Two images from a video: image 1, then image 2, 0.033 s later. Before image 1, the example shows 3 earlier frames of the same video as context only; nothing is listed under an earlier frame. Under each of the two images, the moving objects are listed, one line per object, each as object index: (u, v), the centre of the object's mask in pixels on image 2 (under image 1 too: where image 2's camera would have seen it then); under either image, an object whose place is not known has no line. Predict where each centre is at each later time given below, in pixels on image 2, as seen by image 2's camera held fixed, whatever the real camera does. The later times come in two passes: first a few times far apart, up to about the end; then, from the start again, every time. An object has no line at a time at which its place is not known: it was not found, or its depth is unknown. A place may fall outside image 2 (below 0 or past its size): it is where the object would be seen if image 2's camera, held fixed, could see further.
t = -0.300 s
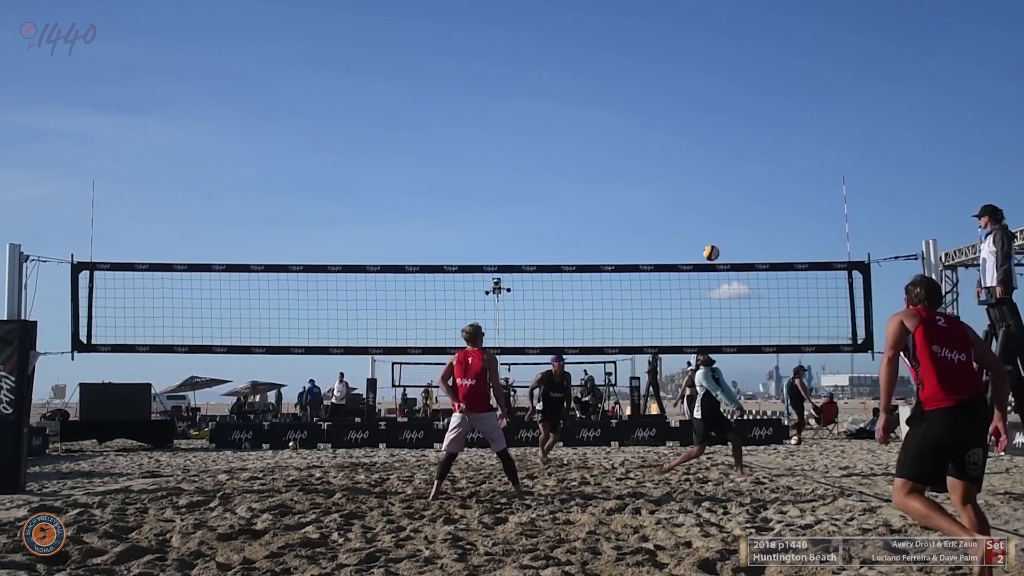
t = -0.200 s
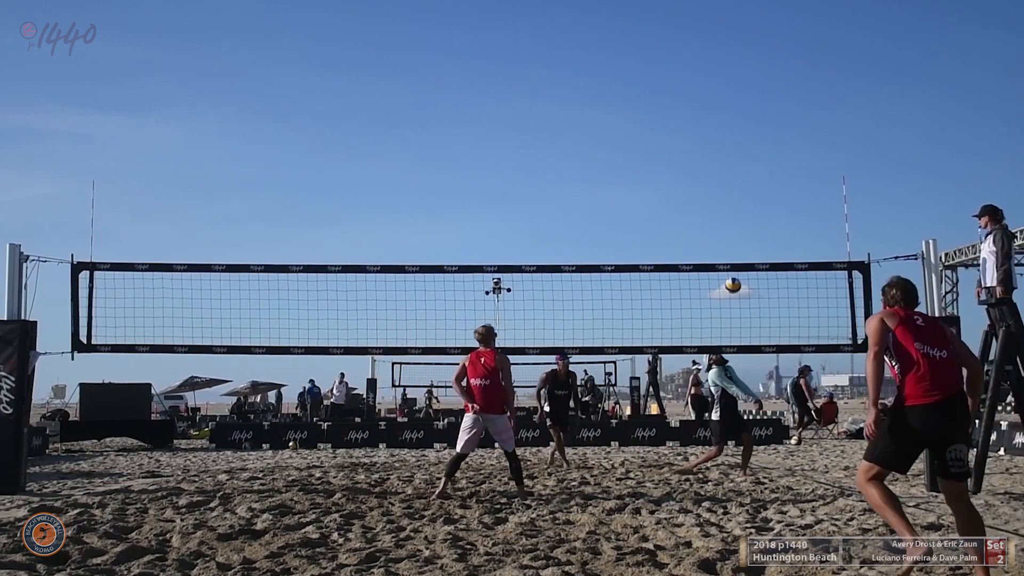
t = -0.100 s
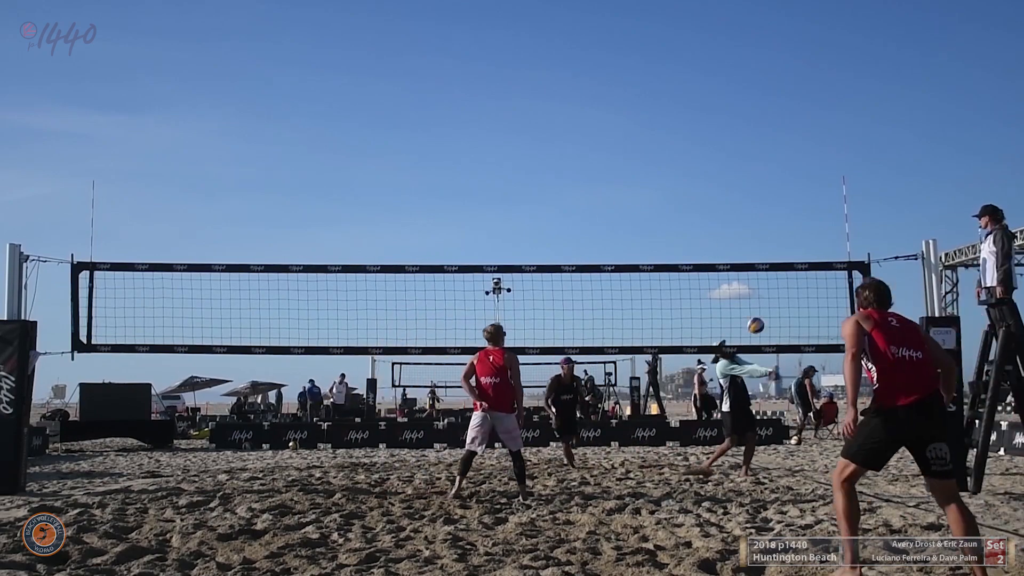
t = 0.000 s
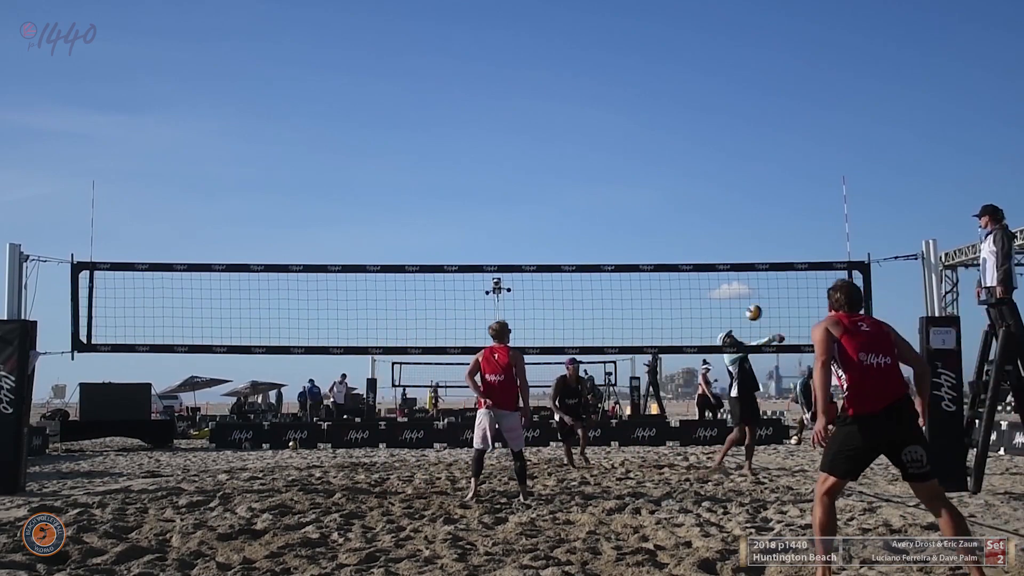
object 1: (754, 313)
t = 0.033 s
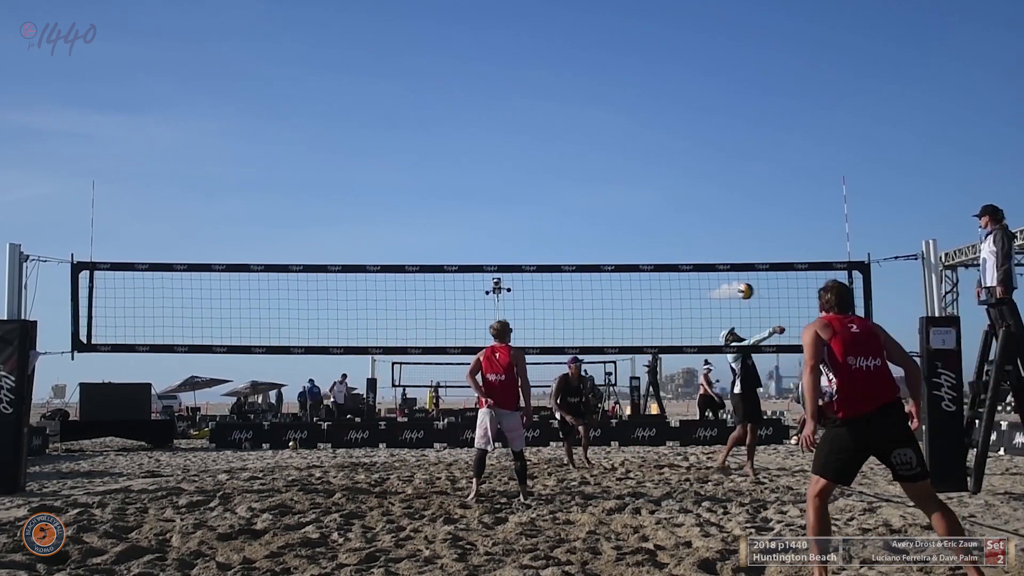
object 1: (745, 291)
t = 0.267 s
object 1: (690, 166)
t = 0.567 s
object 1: (634, 72)
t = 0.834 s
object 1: (594, 42)
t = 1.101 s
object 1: (563, 65)
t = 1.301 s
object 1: (544, 117)
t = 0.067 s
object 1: (738, 275)
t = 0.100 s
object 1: (729, 250)
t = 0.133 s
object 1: (721, 232)
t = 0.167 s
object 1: (713, 214)
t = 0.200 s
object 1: (705, 197)
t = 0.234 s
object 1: (698, 181)
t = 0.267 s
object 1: (690, 166)
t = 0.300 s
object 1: (683, 152)
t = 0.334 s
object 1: (676, 139)
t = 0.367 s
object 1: (670, 127)
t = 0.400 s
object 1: (663, 116)
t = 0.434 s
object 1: (657, 106)
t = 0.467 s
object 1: (651, 96)
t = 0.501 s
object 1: (645, 88)
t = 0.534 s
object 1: (639, 80)
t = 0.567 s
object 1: (634, 72)
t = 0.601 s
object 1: (629, 66)
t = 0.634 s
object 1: (624, 60)
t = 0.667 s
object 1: (619, 55)
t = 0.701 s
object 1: (613, 51)
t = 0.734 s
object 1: (609, 48)
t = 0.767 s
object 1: (604, 45)
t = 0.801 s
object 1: (599, 43)
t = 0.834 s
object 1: (594, 42)
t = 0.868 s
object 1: (590, 42)
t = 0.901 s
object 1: (586, 43)
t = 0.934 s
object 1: (582, 45)
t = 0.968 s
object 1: (578, 47)
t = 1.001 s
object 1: (574, 50)
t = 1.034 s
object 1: (571, 54)
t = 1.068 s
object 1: (567, 59)
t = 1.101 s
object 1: (563, 65)
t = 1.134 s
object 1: (559, 71)
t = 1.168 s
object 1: (556, 79)
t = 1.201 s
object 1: (553, 87)
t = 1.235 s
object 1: (550, 96)
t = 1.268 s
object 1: (547, 106)
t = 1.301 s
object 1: (544, 117)
